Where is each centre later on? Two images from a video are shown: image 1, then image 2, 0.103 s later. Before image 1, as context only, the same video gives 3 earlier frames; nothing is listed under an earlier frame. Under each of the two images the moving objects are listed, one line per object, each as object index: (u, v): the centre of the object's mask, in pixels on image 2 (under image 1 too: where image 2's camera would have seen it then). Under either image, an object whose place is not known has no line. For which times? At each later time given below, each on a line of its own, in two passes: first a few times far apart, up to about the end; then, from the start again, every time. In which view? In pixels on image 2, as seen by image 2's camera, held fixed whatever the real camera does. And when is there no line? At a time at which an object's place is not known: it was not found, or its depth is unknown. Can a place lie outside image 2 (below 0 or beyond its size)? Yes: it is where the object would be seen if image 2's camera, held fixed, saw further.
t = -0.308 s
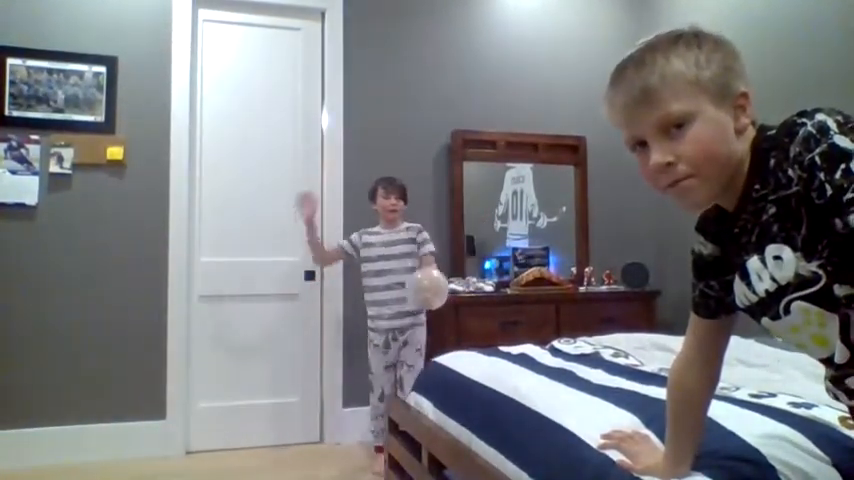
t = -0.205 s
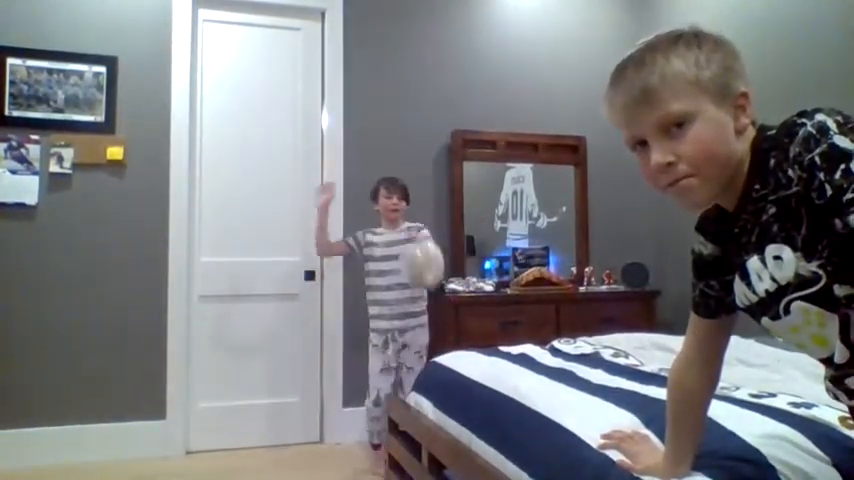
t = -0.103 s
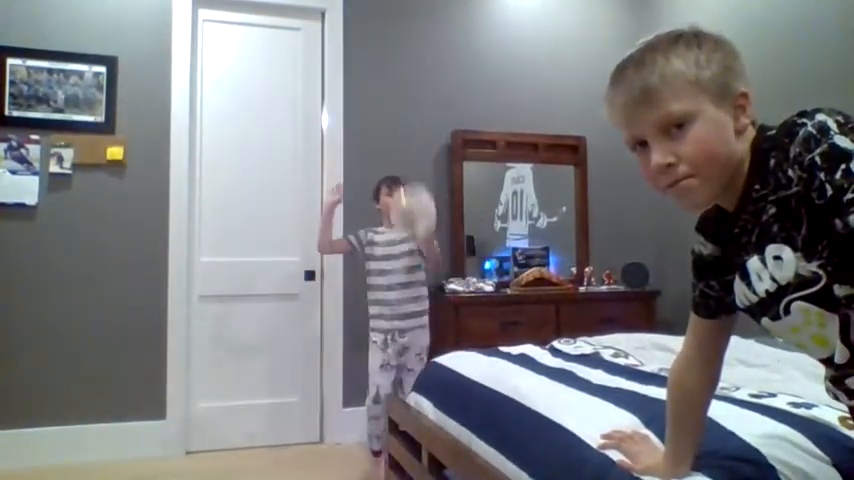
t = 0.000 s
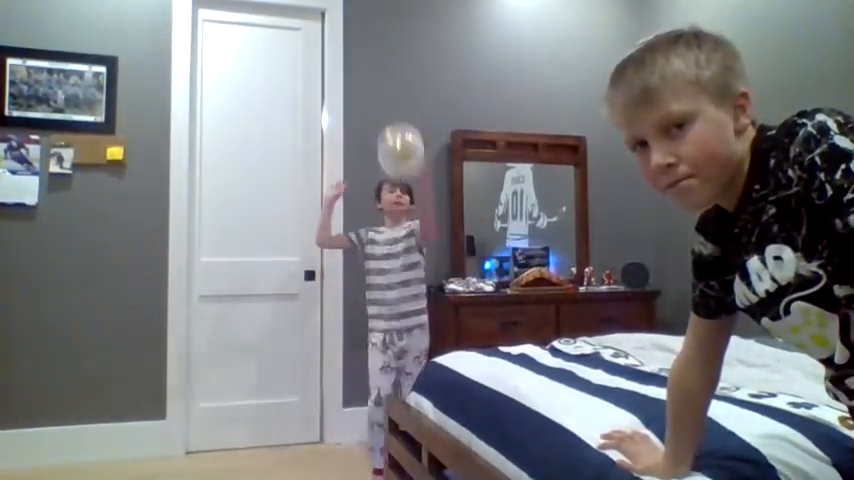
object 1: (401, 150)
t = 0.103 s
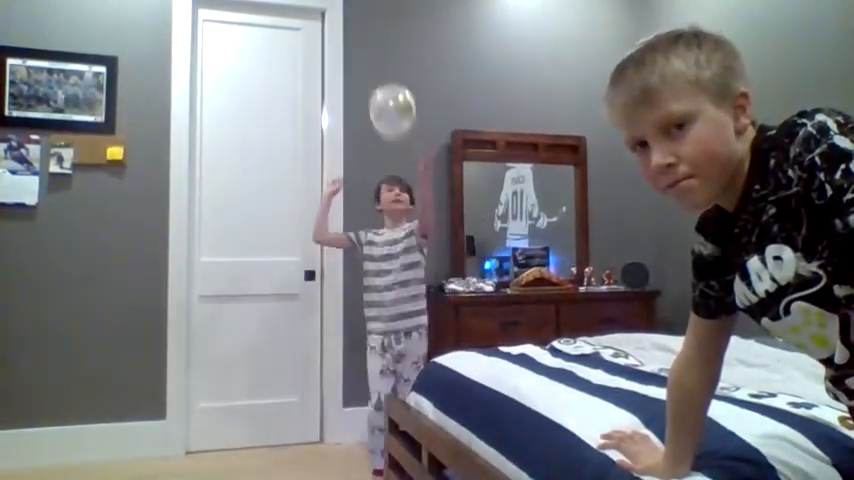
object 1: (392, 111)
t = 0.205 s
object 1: (386, 87)
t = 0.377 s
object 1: (380, 79)
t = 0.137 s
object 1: (390, 101)
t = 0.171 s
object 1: (388, 93)
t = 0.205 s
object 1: (386, 87)
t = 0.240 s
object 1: (384, 83)
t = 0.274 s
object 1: (383, 80)
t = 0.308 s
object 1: (382, 78)
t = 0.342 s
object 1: (381, 78)
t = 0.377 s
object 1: (380, 79)
